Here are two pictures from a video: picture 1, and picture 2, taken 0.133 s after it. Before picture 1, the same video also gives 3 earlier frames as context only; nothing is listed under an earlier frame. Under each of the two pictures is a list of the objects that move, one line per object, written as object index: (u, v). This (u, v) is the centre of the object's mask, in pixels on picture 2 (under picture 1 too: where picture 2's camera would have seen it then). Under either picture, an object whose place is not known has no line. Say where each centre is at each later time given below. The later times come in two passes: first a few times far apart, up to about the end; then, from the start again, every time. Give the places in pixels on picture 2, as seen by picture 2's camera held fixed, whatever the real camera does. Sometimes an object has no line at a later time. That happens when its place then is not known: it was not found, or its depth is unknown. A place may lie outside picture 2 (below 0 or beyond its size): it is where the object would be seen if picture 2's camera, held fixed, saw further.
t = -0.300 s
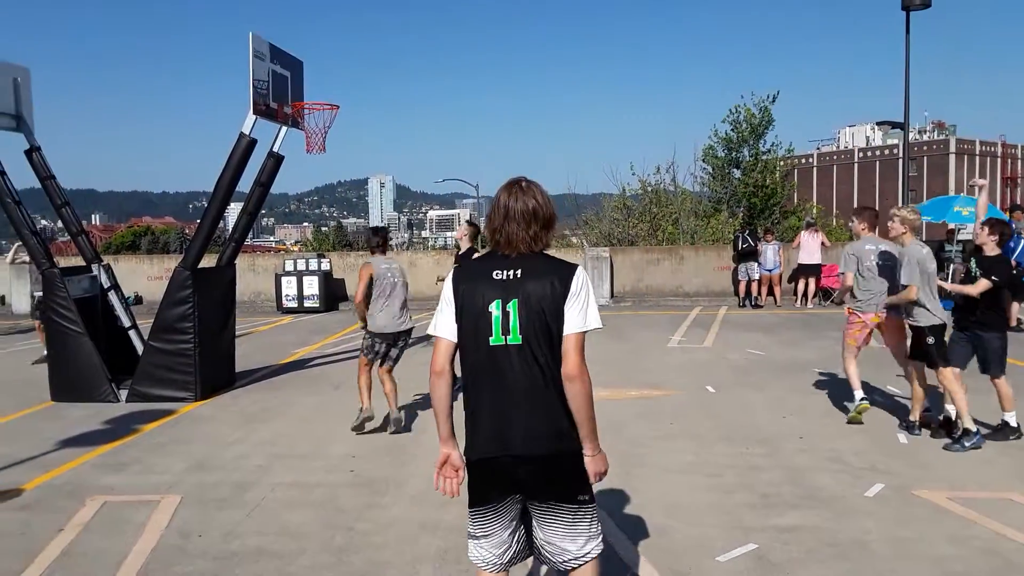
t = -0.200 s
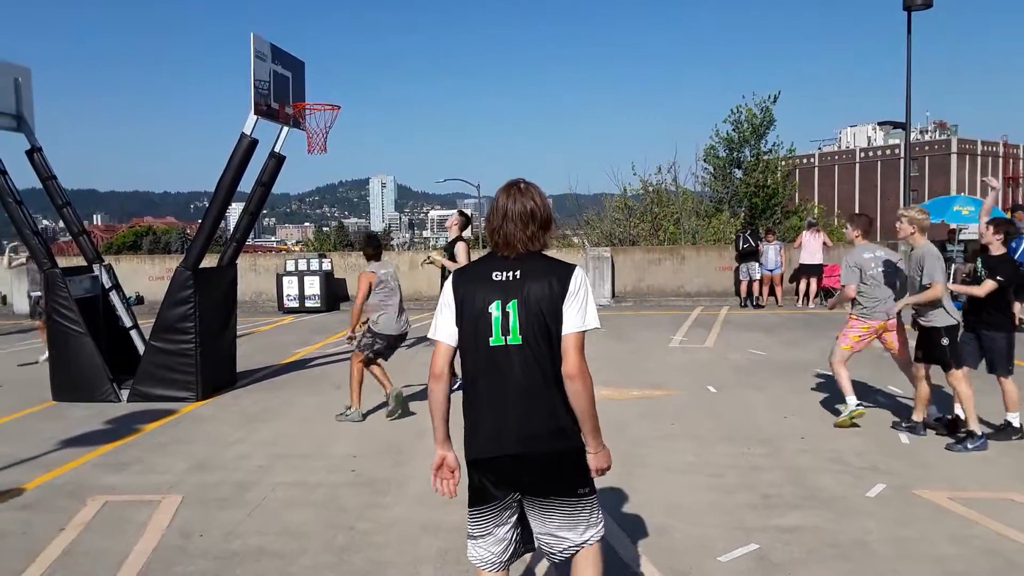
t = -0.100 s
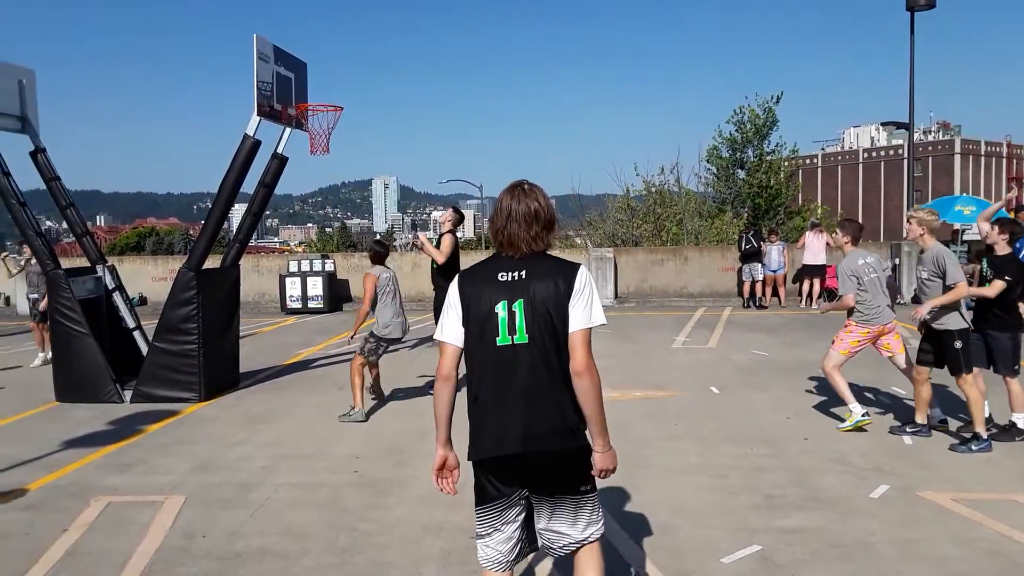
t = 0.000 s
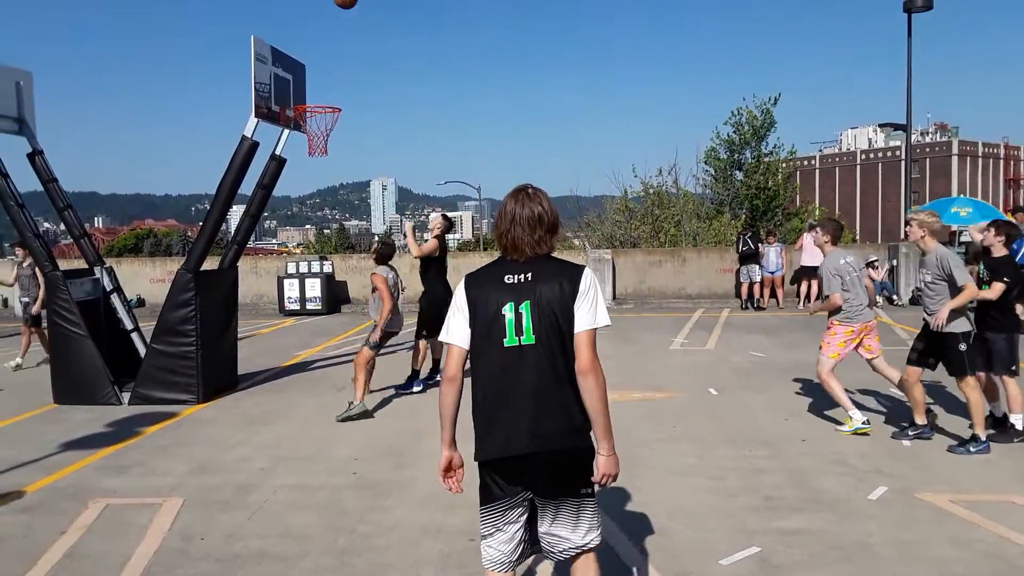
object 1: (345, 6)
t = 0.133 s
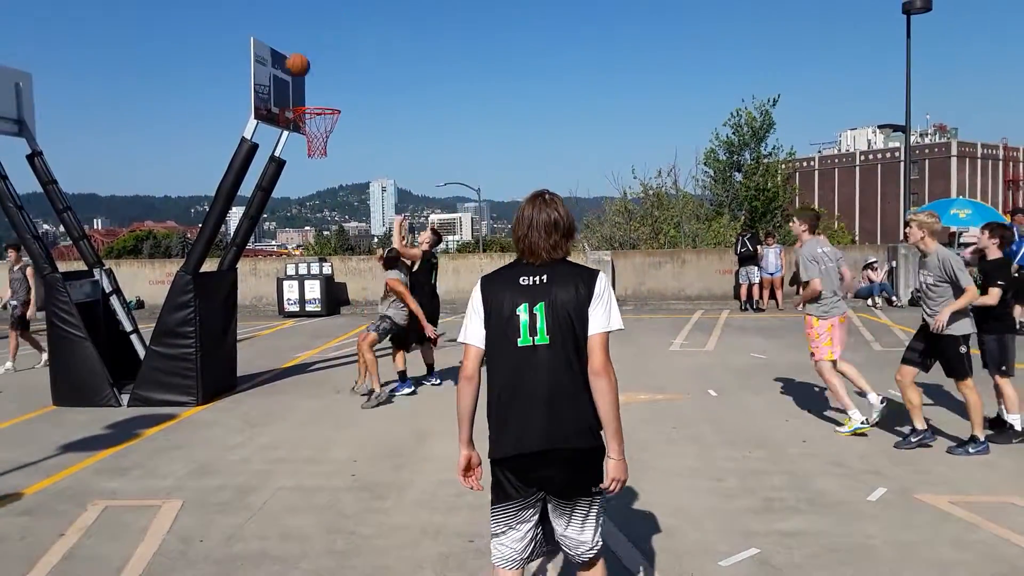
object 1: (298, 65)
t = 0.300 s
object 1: (323, 61)
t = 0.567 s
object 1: (405, 8)
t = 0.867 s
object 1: (498, 32)
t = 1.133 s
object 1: (582, 127)
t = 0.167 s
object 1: (287, 84)
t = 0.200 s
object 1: (291, 96)
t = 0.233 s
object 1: (303, 85)
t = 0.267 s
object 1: (313, 73)
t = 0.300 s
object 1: (323, 61)
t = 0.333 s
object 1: (333, 51)
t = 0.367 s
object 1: (343, 41)
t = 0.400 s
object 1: (353, 32)
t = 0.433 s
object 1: (364, 26)
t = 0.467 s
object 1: (374, 19)
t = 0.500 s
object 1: (384, 14)
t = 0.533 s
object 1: (395, 11)
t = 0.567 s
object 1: (405, 8)
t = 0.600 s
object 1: (416, 6)
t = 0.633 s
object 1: (425, 5)
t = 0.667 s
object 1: (436, 5)
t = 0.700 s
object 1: (446, 7)
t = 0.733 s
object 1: (457, 10)
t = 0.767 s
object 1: (467, 14)
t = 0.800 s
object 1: (478, 18)
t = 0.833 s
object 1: (488, 24)
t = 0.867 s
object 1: (498, 32)
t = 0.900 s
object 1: (508, 40)
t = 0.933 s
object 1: (518, 49)
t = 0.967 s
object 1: (529, 60)
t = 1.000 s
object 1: (540, 72)
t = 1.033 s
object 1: (551, 84)
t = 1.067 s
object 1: (561, 97)
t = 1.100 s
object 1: (571, 111)
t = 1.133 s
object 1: (582, 127)
